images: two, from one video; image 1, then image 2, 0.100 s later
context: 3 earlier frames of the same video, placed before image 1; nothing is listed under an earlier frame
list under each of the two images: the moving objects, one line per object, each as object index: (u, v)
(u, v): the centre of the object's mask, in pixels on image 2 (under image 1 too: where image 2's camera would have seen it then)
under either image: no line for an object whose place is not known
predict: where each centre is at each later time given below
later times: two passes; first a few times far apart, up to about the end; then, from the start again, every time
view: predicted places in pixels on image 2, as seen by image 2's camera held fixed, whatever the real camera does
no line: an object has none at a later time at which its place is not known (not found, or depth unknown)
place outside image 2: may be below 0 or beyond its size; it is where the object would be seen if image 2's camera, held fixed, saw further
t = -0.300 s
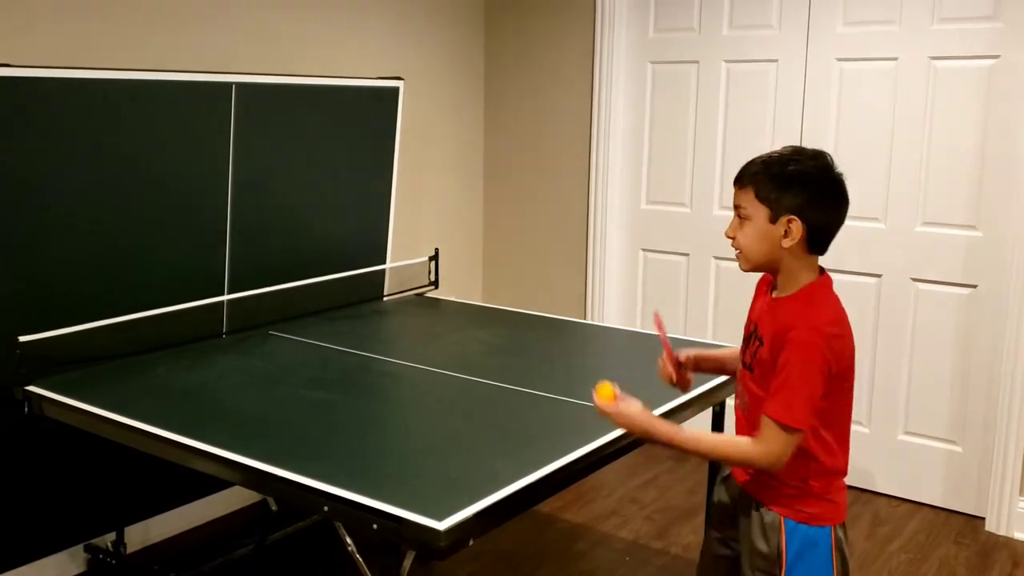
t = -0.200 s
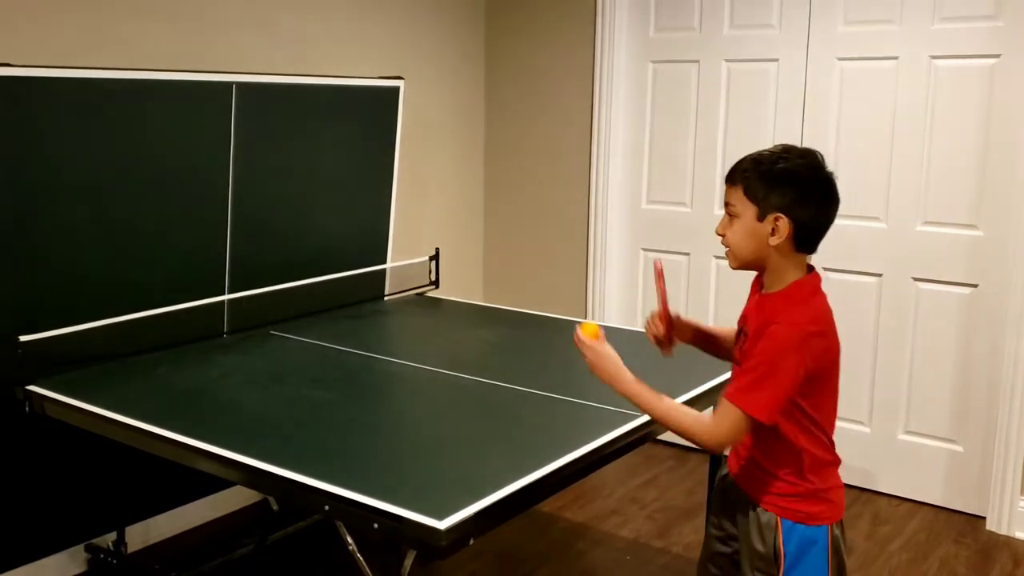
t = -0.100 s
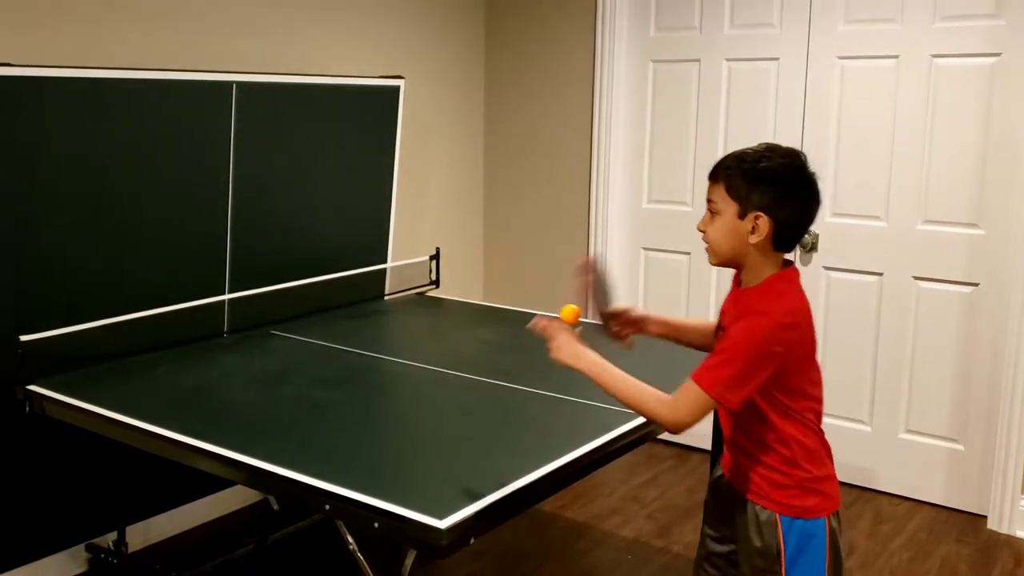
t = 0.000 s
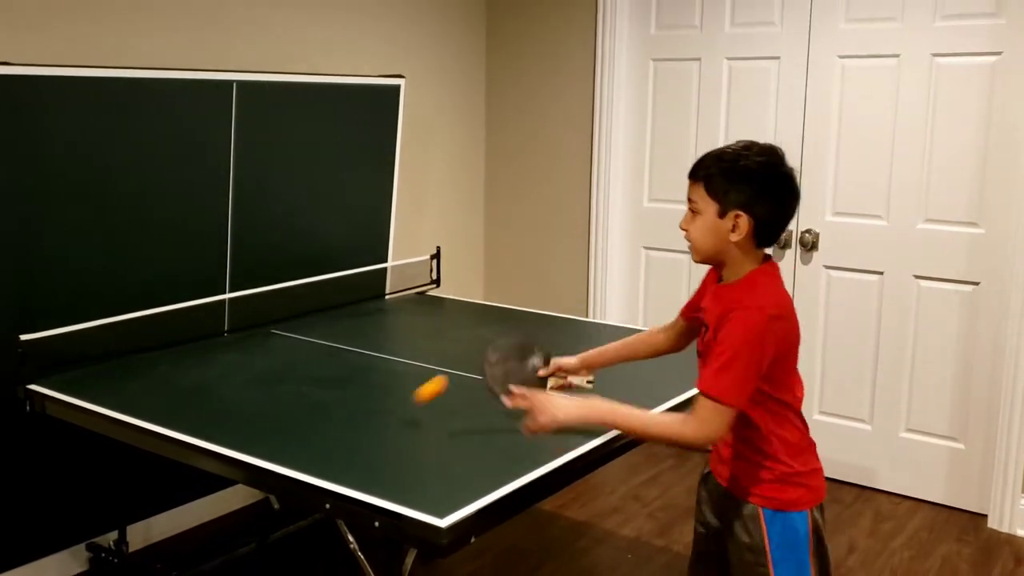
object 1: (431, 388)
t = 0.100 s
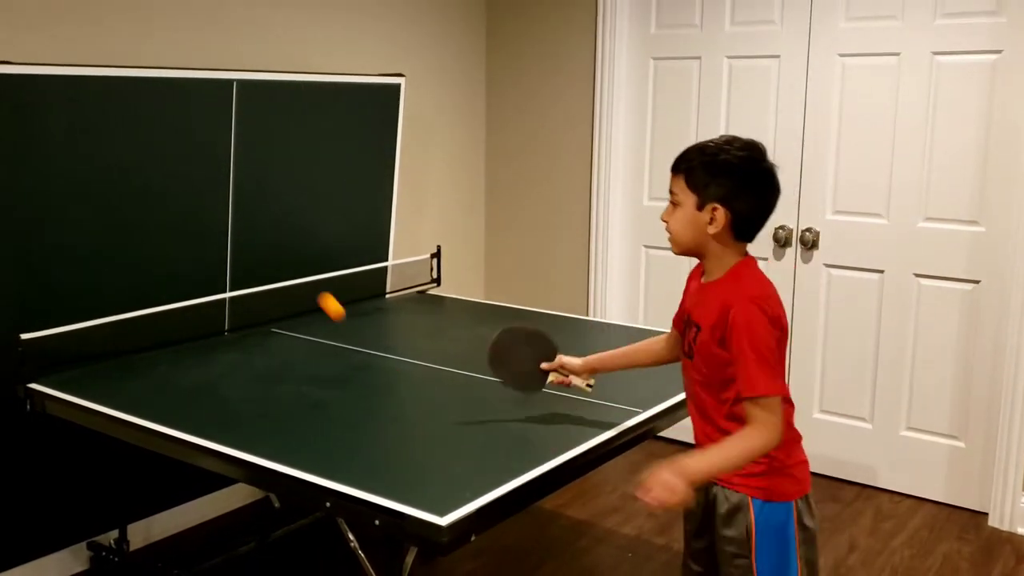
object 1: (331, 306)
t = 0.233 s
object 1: (227, 229)
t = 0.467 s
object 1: (186, 272)
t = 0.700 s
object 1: (293, 290)
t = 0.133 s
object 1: (303, 279)
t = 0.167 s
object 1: (276, 257)
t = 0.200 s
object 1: (251, 240)
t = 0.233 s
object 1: (227, 229)
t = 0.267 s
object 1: (204, 222)
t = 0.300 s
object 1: (183, 219)
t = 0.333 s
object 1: (163, 222)
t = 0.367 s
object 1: (144, 228)
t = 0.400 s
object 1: (149, 238)
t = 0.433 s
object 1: (167, 253)
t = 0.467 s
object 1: (186, 272)
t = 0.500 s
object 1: (205, 295)
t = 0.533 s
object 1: (225, 322)
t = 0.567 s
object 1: (245, 353)
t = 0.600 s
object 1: (258, 340)
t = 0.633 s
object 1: (270, 319)
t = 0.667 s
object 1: (281, 302)
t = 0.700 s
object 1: (293, 290)
